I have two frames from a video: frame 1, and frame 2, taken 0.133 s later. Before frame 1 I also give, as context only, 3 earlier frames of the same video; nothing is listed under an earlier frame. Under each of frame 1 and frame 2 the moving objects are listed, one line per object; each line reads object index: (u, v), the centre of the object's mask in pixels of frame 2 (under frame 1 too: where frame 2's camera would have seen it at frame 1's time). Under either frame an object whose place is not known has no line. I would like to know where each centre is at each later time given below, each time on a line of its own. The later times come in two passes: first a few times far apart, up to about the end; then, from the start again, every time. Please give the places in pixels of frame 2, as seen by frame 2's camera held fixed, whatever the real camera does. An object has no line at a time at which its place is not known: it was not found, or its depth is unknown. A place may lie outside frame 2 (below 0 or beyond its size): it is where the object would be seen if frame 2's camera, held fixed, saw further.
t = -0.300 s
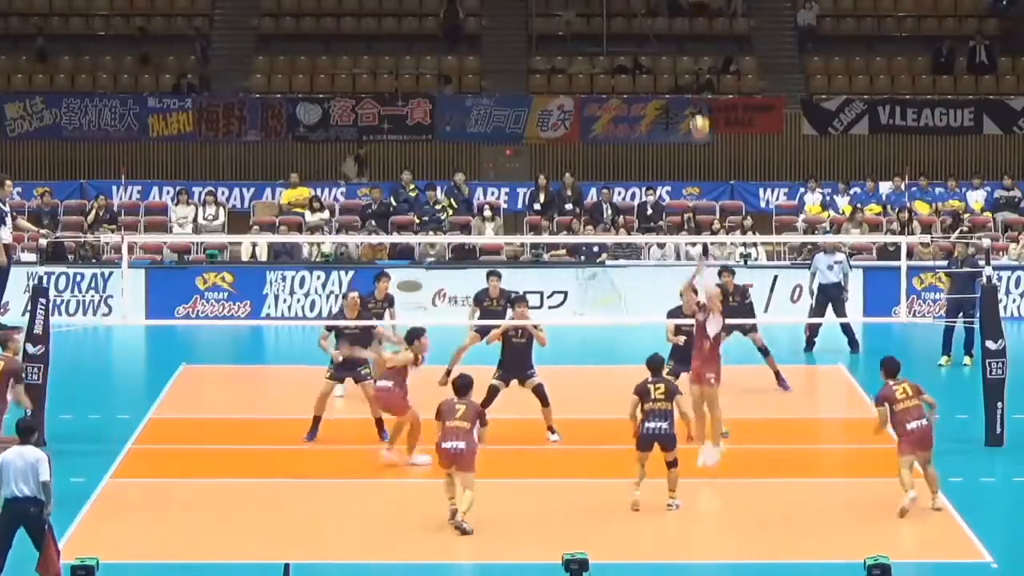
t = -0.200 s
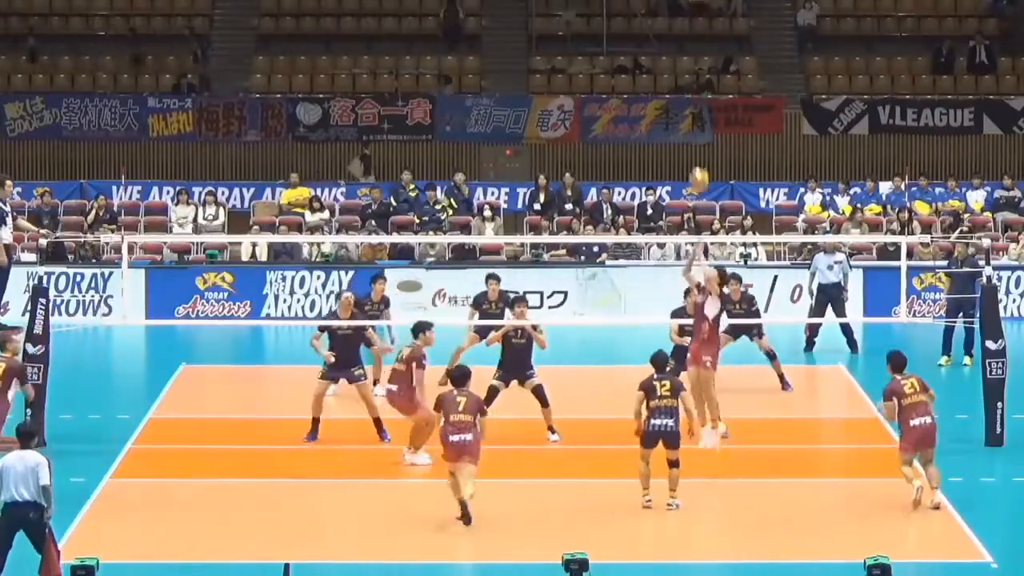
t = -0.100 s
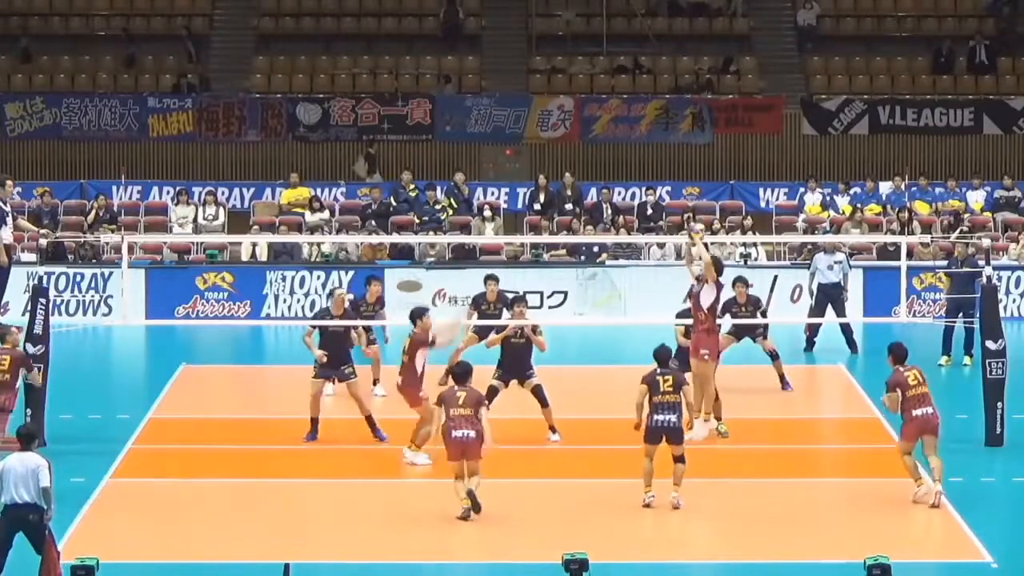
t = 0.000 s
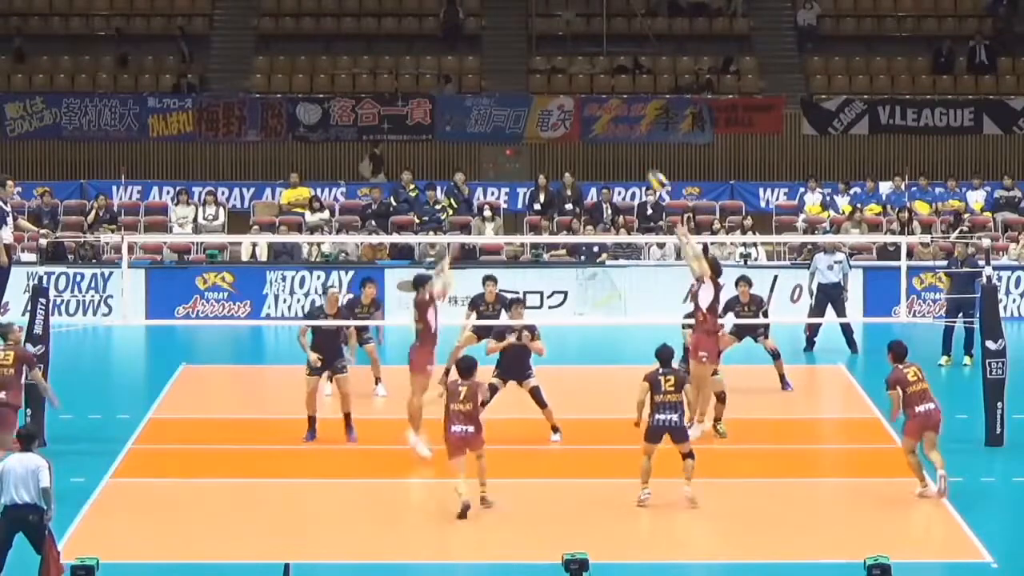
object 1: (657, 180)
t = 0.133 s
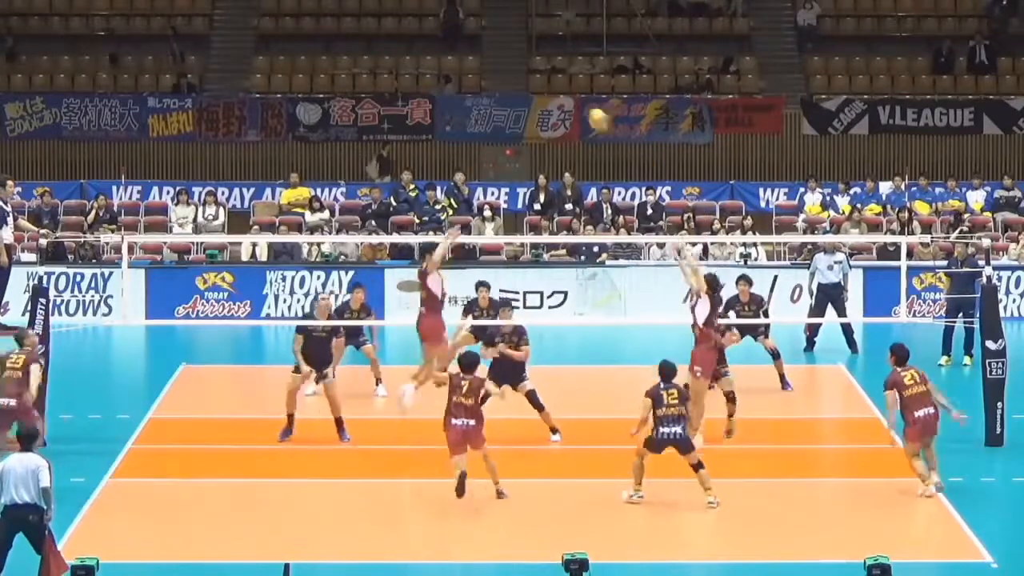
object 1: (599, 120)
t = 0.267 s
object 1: (543, 74)
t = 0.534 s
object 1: (440, 34)
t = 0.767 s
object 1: (354, 49)
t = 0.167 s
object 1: (584, 106)
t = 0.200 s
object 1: (570, 94)
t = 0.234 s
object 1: (557, 84)
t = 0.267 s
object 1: (543, 74)
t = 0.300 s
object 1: (530, 66)
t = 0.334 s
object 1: (517, 58)
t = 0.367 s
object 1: (504, 51)
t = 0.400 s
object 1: (491, 46)
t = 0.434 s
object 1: (478, 41)
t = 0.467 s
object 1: (465, 38)
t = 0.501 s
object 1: (452, 35)
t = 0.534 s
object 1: (440, 34)
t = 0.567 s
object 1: (428, 34)
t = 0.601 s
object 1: (415, 34)
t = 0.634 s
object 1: (403, 35)
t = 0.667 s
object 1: (390, 37)
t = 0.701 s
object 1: (378, 40)
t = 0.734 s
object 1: (366, 44)
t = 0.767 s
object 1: (354, 49)
